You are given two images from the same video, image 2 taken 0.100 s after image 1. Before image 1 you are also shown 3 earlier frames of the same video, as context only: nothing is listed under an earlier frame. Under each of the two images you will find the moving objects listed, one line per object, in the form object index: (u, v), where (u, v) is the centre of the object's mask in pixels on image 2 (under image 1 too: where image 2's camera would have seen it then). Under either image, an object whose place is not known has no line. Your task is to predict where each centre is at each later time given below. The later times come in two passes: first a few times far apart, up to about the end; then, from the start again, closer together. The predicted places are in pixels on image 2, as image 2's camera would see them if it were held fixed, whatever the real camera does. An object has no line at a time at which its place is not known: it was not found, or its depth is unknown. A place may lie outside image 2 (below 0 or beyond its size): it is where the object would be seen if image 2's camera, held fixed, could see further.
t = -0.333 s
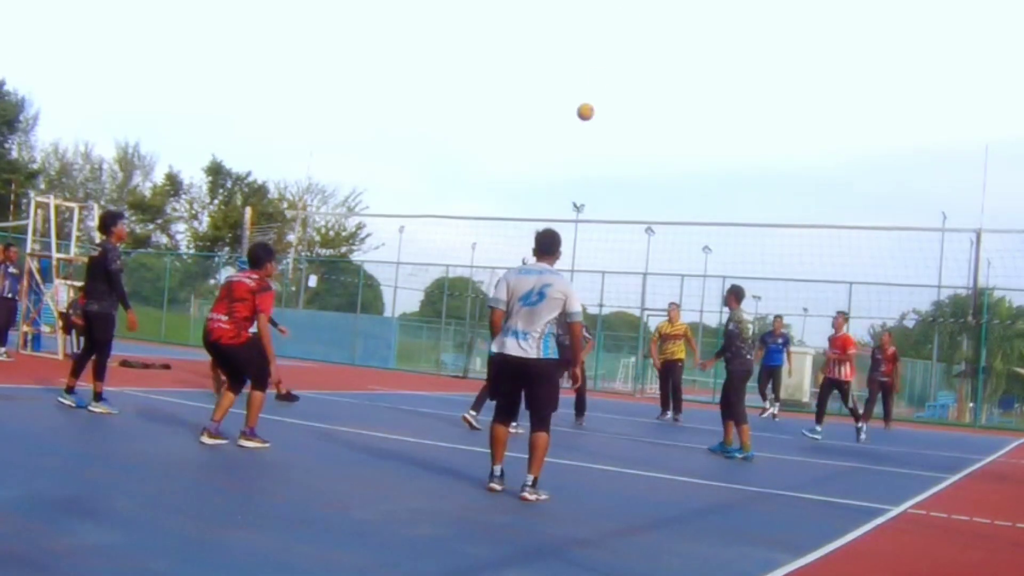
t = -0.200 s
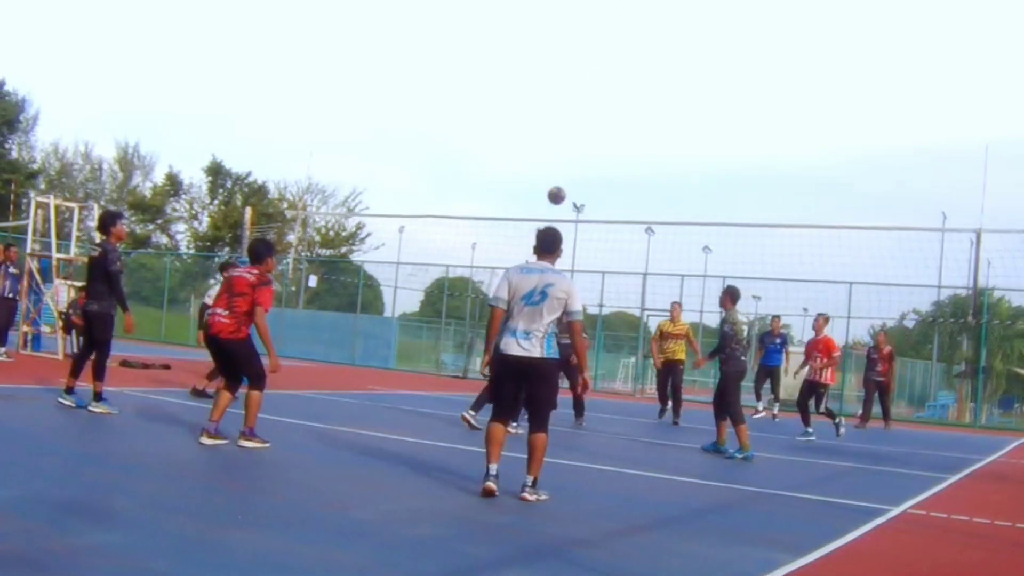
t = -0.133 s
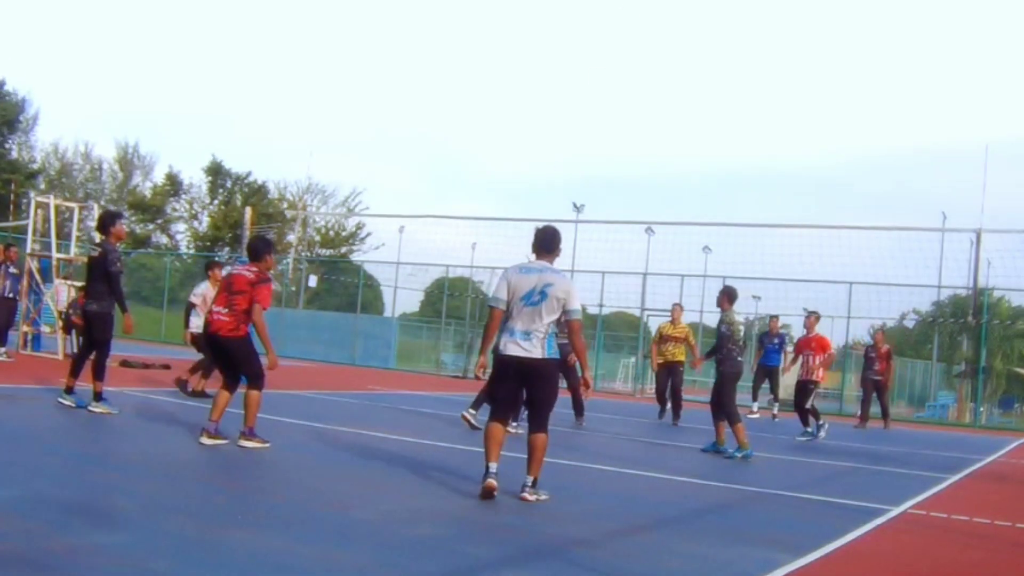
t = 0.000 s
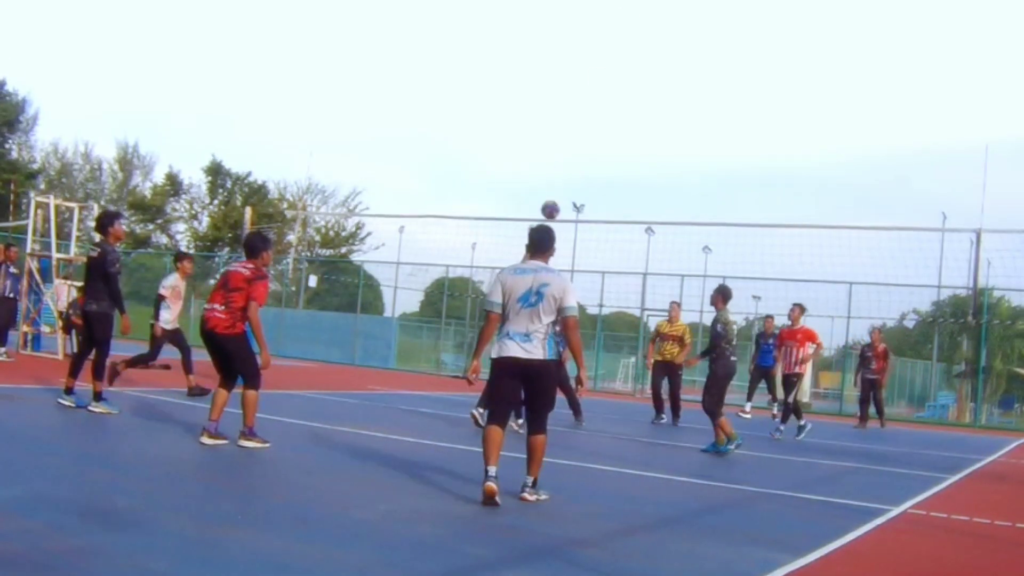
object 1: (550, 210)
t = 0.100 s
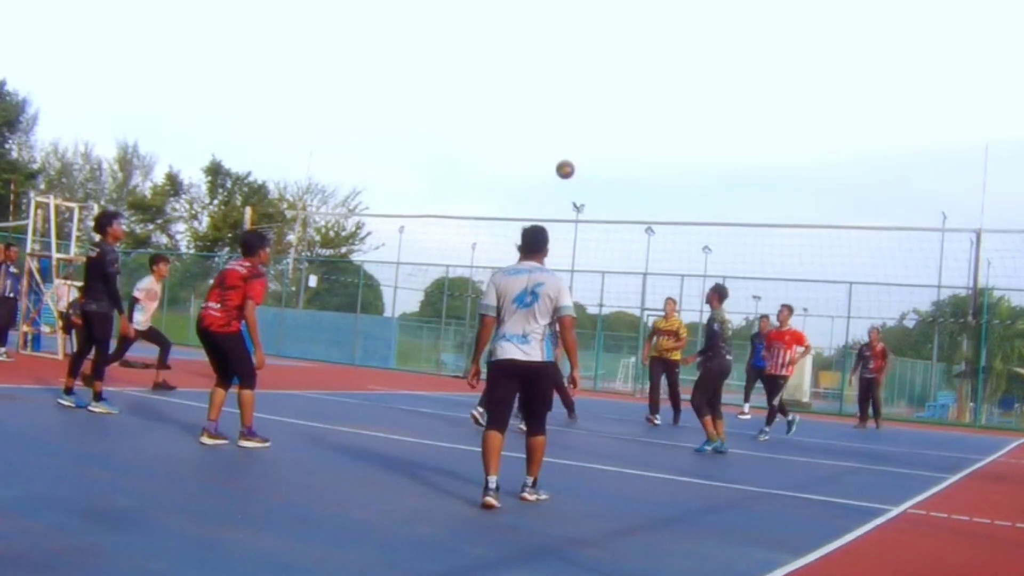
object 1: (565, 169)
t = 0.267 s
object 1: (588, 123)
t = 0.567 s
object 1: (619, 104)
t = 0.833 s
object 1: (636, 160)
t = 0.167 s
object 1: (574, 148)
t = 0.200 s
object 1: (579, 138)
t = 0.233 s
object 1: (584, 131)
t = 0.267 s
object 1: (588, 123)
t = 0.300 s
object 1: (592, 117)
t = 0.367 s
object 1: (599, 108)
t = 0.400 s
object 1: (603, 104)
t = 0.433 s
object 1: (606, 102)
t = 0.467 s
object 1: (610, 101)
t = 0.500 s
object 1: (613, 101)
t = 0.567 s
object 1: (619, 104)
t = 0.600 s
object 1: (622, 107)
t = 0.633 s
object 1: (624, 111)
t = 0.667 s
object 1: (626, 117)
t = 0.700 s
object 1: (629, 123)
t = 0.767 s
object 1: (633, 139)
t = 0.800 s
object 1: (634, 149)
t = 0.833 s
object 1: (636, 160)
